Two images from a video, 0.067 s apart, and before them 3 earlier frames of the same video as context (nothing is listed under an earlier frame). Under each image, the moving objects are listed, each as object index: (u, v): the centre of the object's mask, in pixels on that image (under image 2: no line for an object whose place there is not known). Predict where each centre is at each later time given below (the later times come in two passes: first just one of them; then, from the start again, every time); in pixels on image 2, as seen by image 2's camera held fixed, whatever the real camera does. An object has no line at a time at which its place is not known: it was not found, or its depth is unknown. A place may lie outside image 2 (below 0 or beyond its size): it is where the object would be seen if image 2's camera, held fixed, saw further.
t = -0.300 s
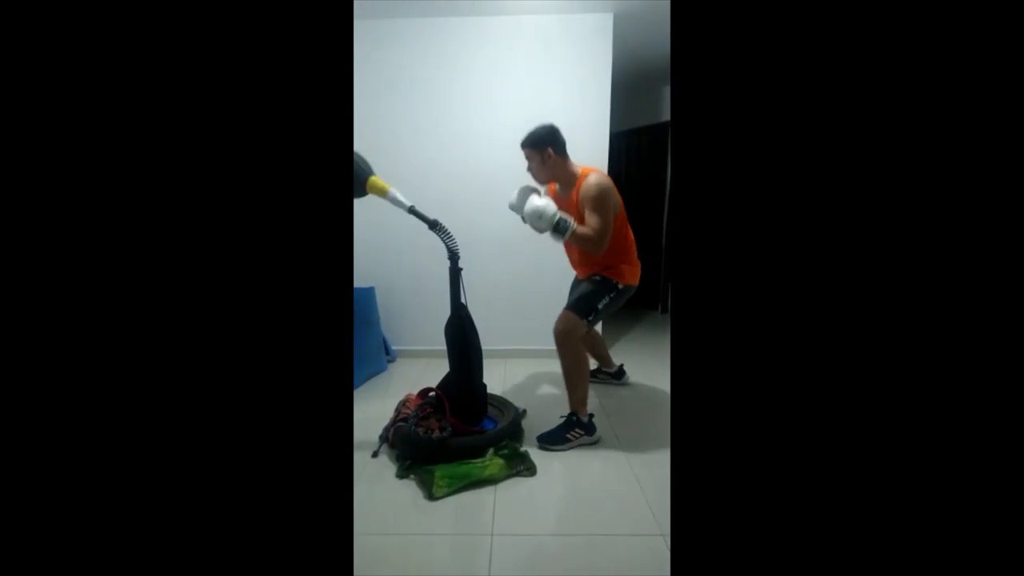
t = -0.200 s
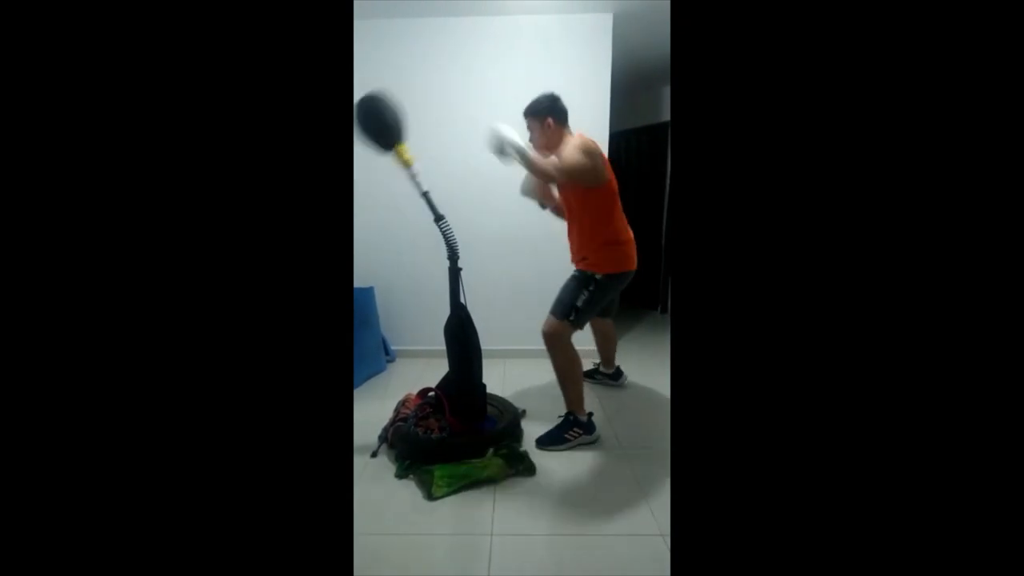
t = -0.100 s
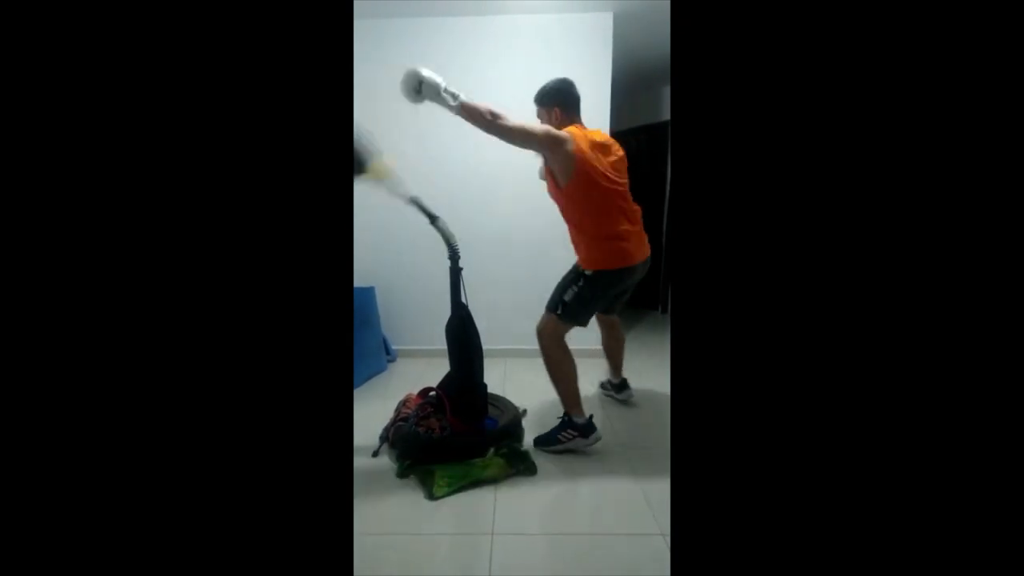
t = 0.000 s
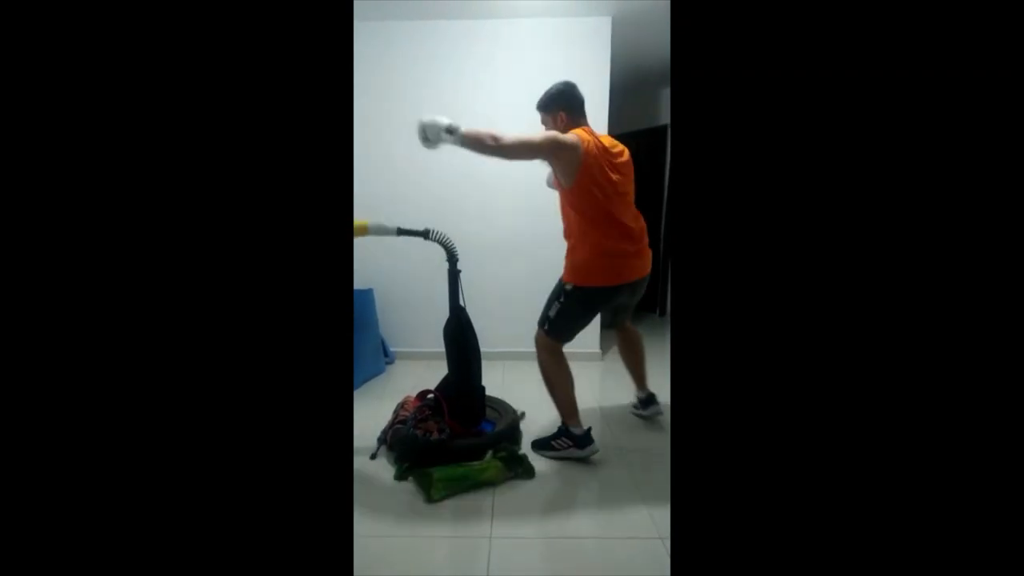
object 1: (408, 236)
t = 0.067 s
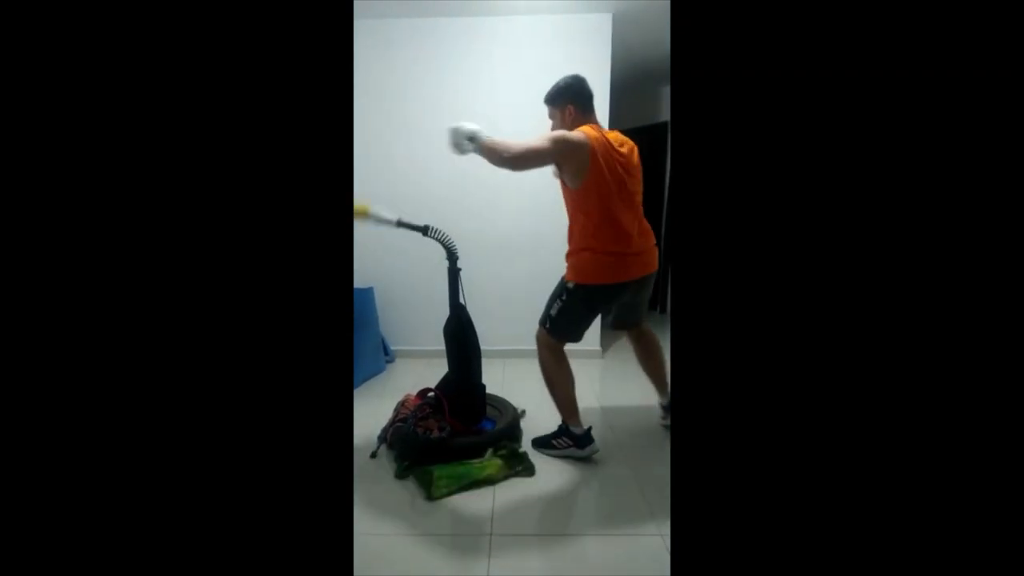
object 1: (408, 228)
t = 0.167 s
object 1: (433, 193)
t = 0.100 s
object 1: (408, 214)
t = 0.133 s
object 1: (419, 203)
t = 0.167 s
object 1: (433, 193)
